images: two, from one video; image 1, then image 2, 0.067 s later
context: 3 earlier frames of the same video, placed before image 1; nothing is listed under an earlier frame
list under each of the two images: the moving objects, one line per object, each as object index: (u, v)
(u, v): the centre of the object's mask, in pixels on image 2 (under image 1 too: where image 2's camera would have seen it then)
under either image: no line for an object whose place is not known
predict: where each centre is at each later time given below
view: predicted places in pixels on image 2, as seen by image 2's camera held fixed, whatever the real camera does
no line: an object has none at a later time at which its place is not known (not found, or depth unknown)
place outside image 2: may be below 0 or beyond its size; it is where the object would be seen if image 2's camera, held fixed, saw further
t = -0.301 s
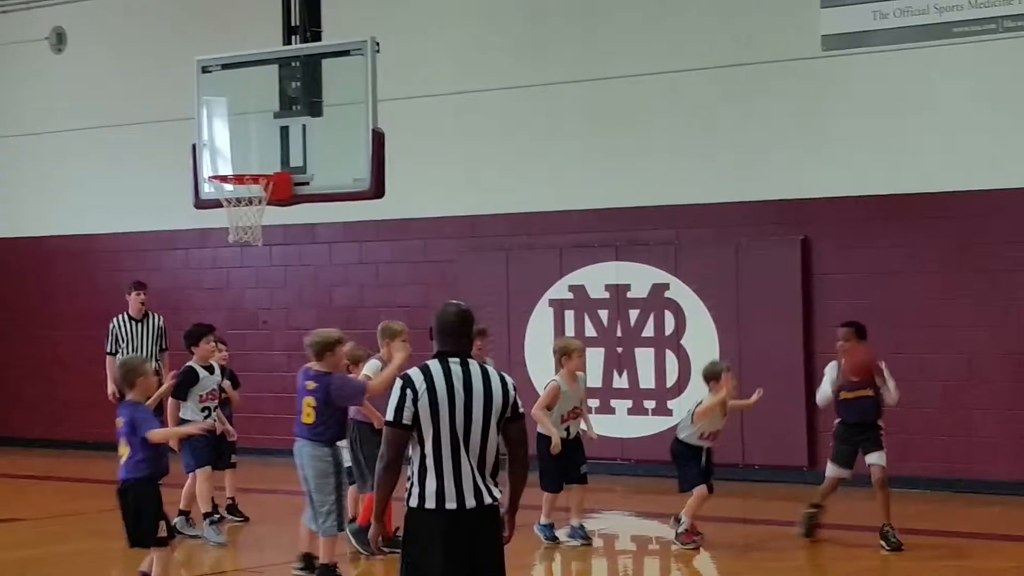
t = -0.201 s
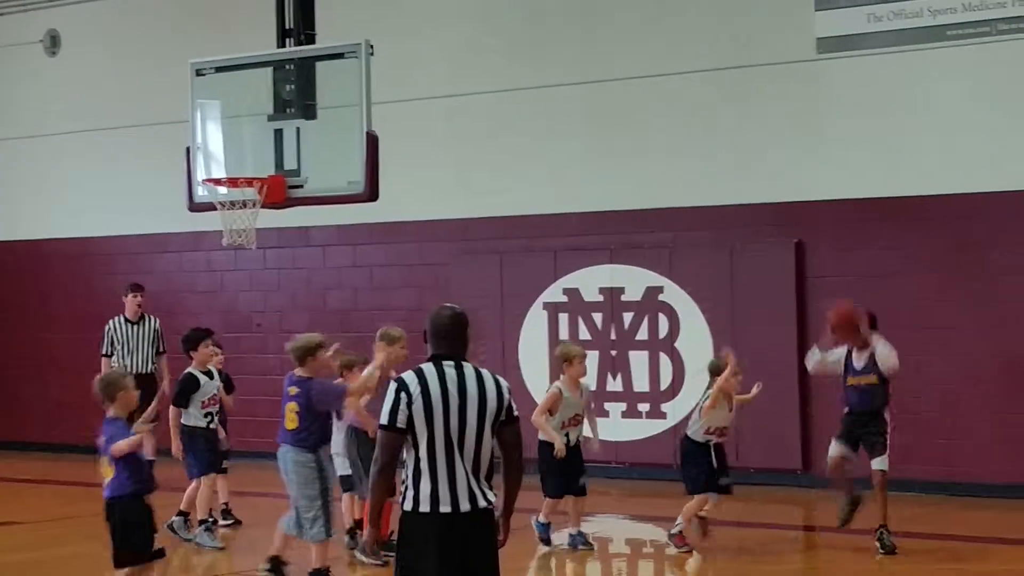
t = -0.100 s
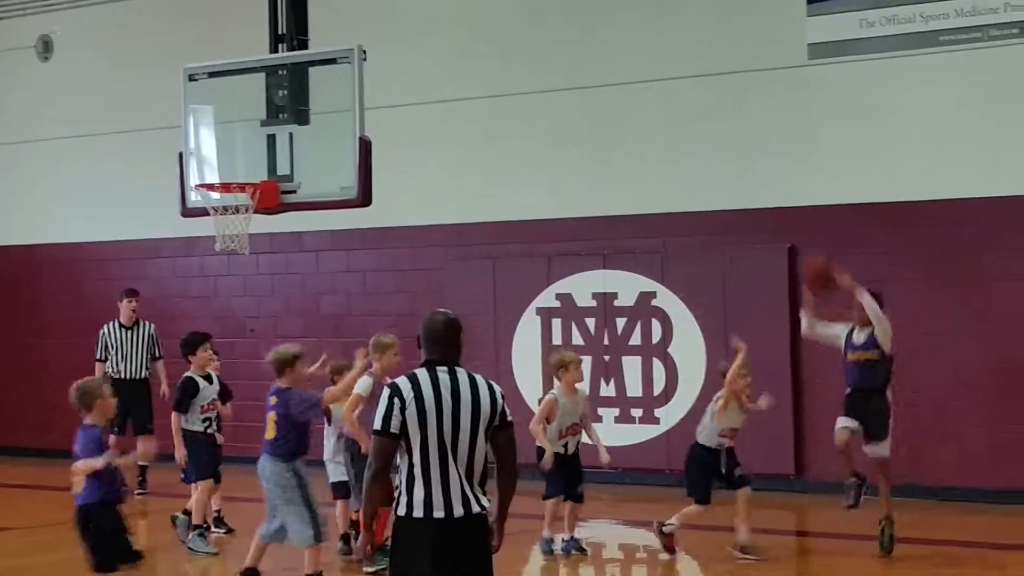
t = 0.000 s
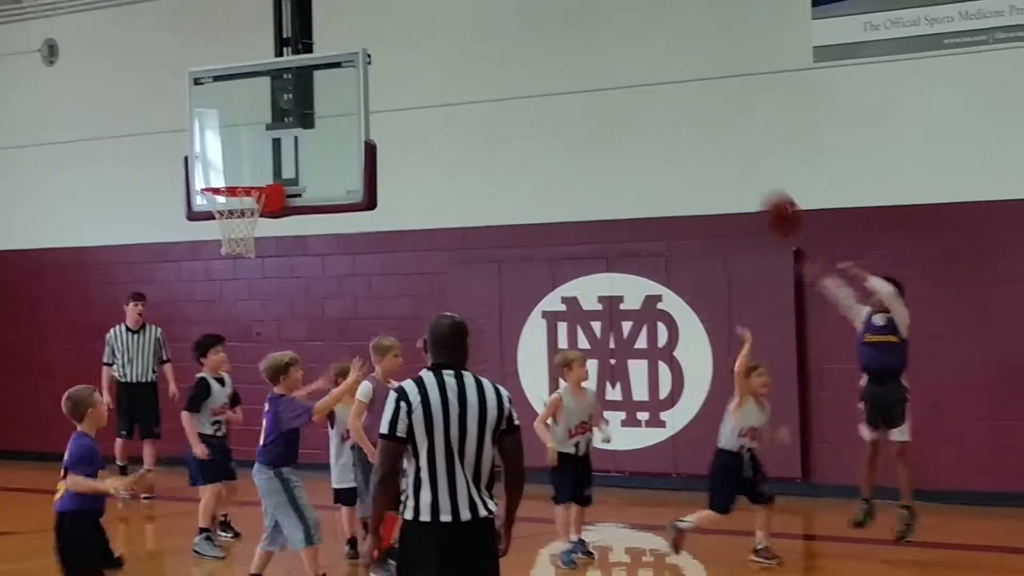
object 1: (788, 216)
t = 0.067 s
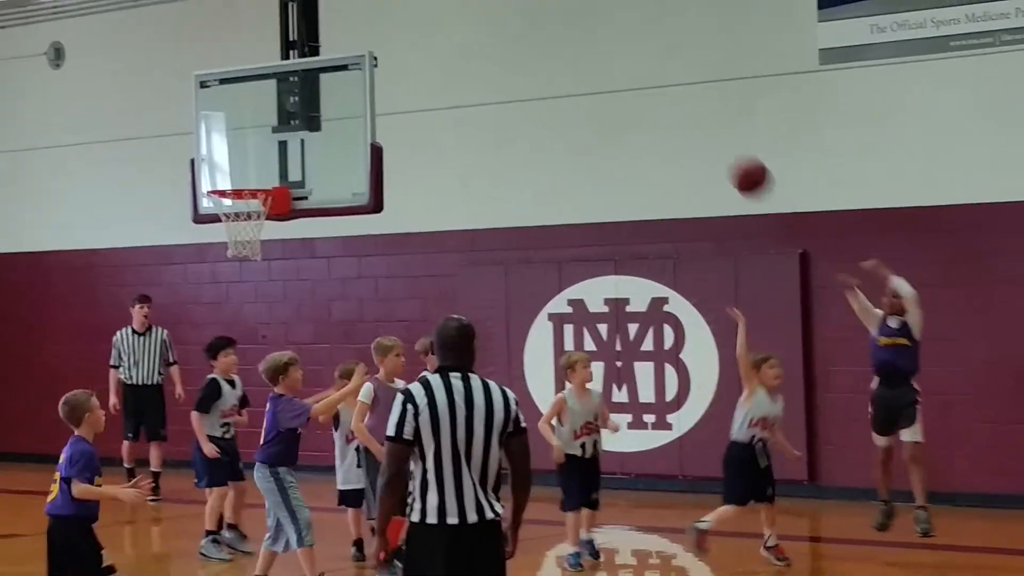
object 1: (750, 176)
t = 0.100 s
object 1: (732, 161)
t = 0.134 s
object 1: (714, 148)
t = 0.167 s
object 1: (698, 136)
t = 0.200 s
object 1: (679, 126)
